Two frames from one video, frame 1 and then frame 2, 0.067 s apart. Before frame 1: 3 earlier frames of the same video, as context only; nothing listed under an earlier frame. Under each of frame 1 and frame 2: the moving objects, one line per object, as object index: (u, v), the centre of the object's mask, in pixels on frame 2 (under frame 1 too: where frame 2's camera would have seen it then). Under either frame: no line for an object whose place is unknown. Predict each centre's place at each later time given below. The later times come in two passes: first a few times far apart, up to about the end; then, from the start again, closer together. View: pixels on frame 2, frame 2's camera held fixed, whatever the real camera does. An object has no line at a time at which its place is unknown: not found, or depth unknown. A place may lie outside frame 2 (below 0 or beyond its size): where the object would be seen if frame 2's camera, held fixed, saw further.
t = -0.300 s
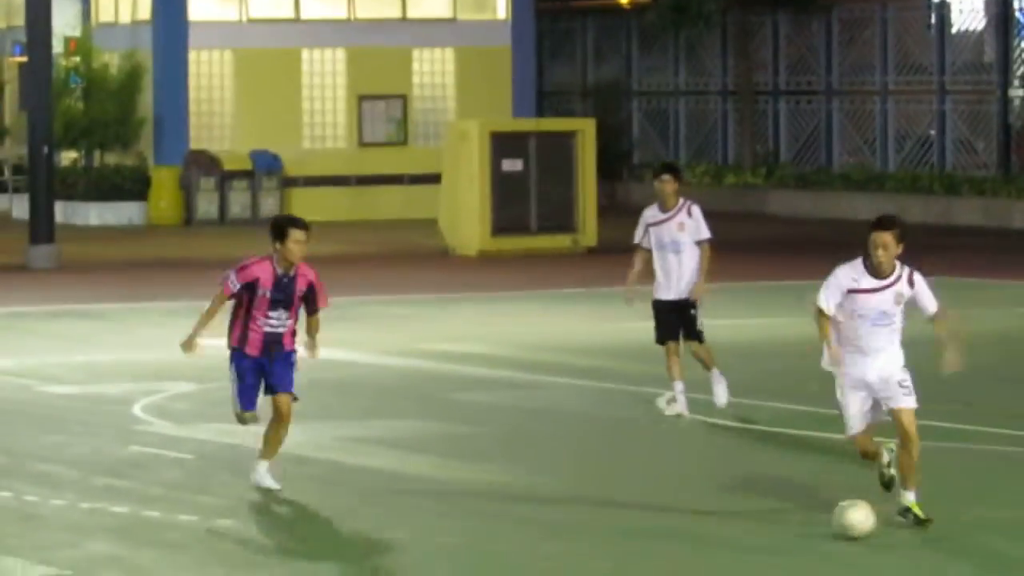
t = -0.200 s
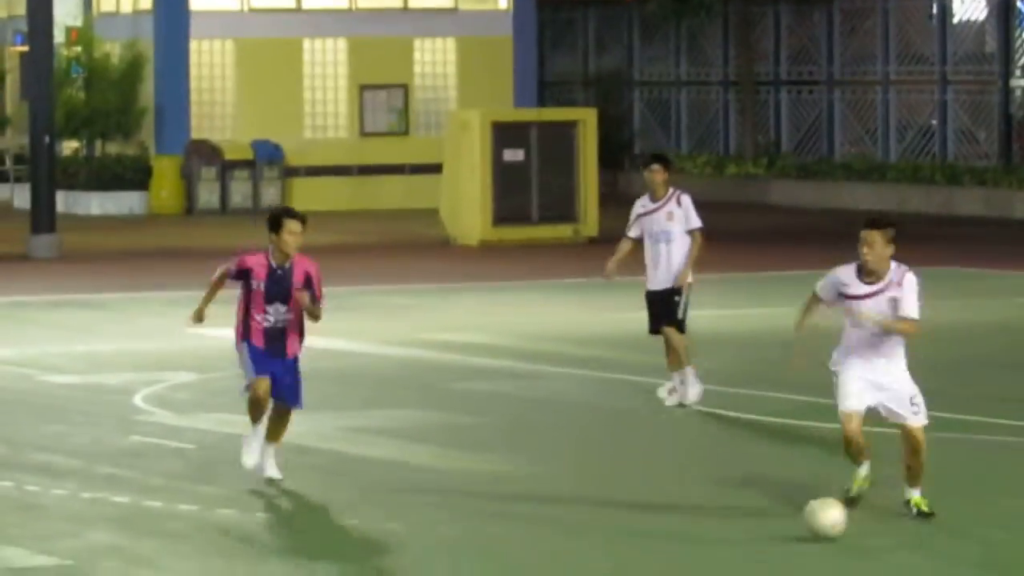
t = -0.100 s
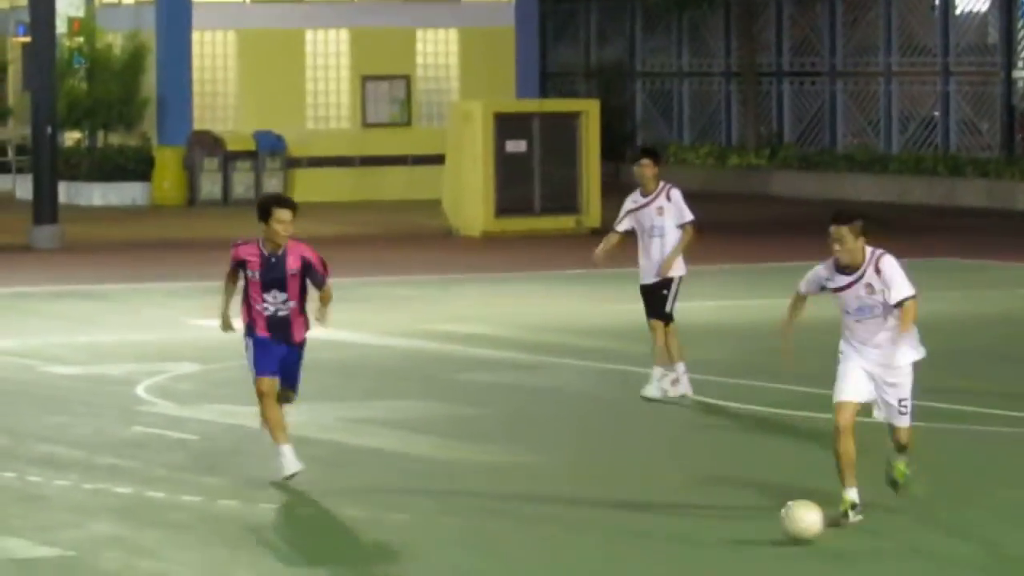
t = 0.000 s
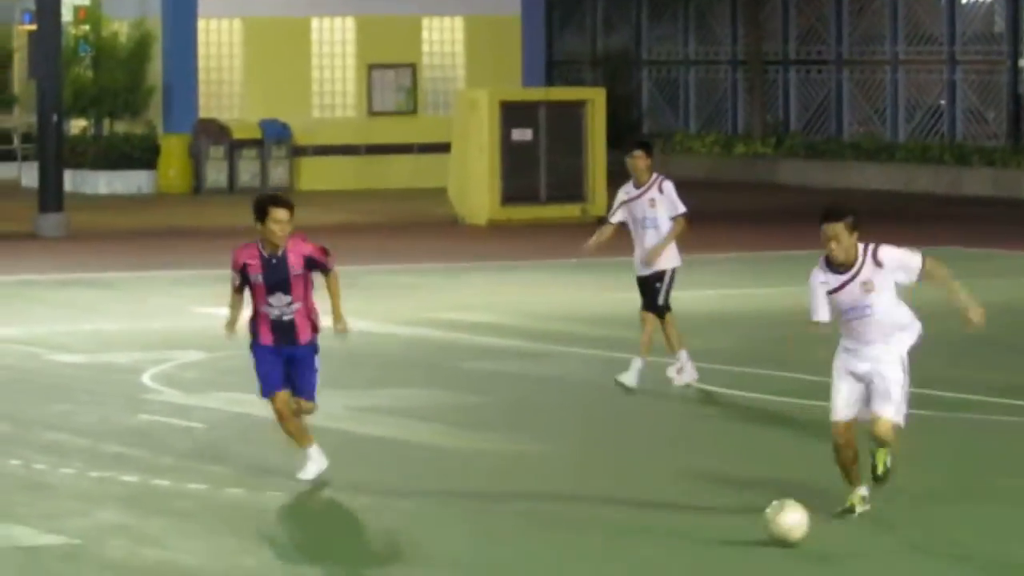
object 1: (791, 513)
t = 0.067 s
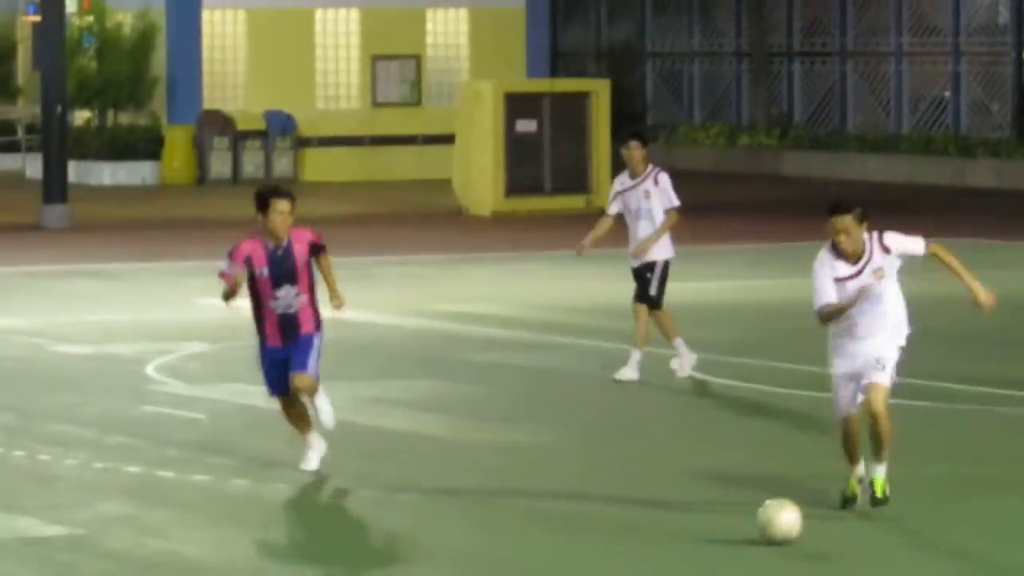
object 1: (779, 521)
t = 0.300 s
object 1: (756, 542)
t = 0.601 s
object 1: (727, 575)
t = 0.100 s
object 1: (775, 525)
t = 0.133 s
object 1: (771, 527)
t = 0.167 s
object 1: (769, 528)
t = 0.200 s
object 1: (766, 532)
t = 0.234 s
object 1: (763, 538)
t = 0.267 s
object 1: (759, 540)
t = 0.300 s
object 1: (756, 542)
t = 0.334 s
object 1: (753, 546)
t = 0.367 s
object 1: (750, 552)
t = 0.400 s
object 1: (746, 554)
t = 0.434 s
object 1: (743, 556)
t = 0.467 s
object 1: (740, 560)
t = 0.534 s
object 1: (733, 571)
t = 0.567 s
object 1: (730, 571)
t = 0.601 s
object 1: (727, 575)
